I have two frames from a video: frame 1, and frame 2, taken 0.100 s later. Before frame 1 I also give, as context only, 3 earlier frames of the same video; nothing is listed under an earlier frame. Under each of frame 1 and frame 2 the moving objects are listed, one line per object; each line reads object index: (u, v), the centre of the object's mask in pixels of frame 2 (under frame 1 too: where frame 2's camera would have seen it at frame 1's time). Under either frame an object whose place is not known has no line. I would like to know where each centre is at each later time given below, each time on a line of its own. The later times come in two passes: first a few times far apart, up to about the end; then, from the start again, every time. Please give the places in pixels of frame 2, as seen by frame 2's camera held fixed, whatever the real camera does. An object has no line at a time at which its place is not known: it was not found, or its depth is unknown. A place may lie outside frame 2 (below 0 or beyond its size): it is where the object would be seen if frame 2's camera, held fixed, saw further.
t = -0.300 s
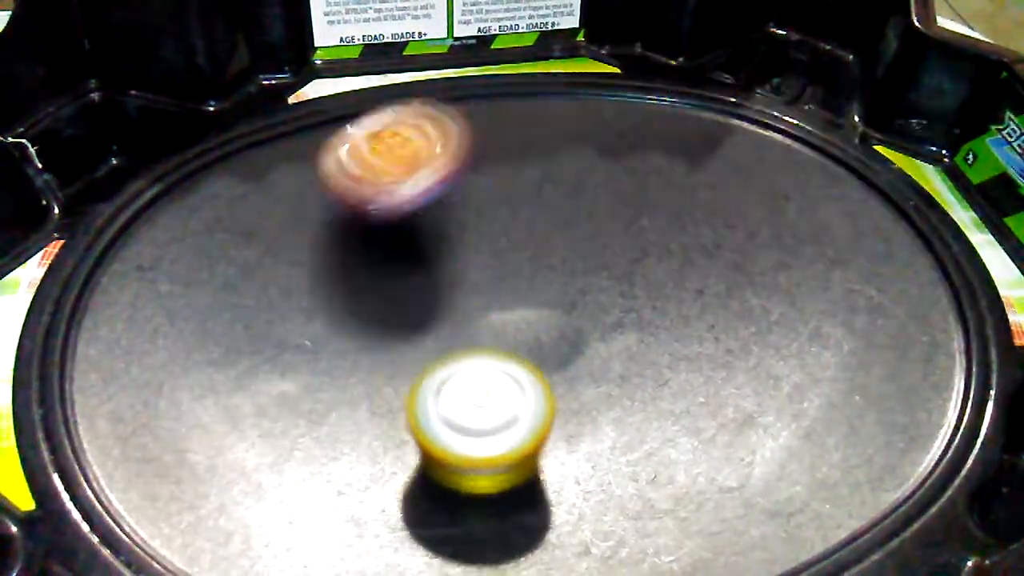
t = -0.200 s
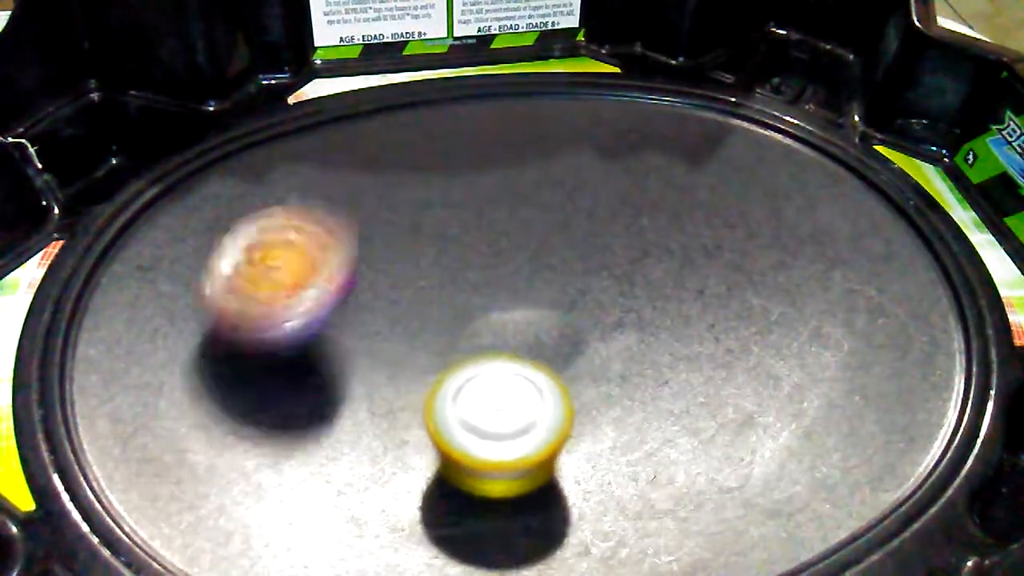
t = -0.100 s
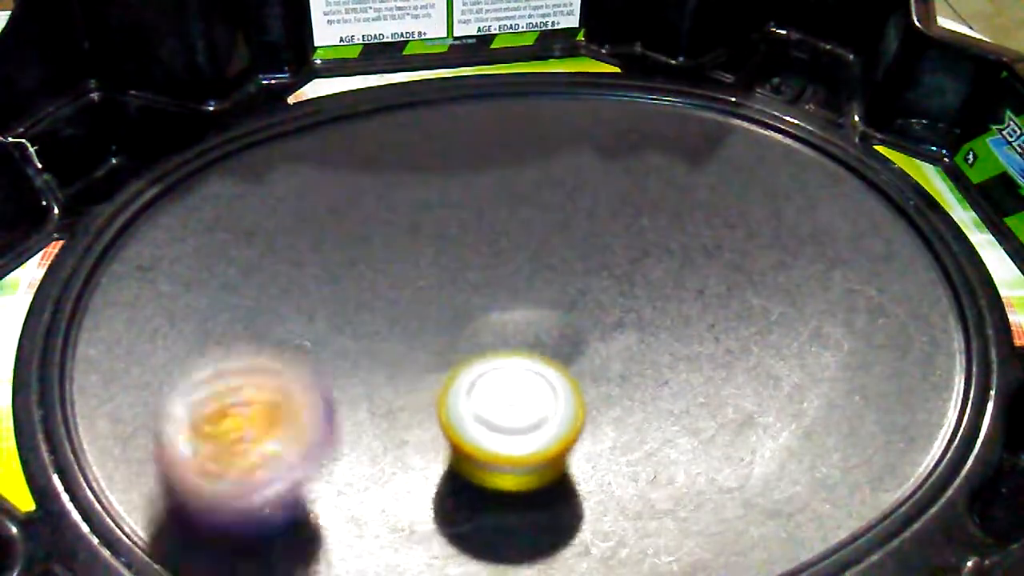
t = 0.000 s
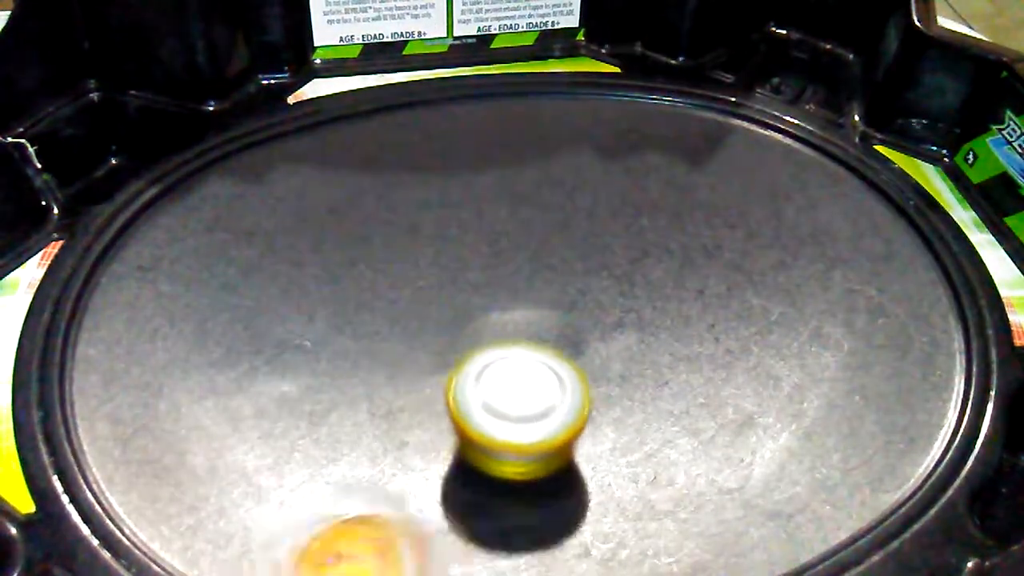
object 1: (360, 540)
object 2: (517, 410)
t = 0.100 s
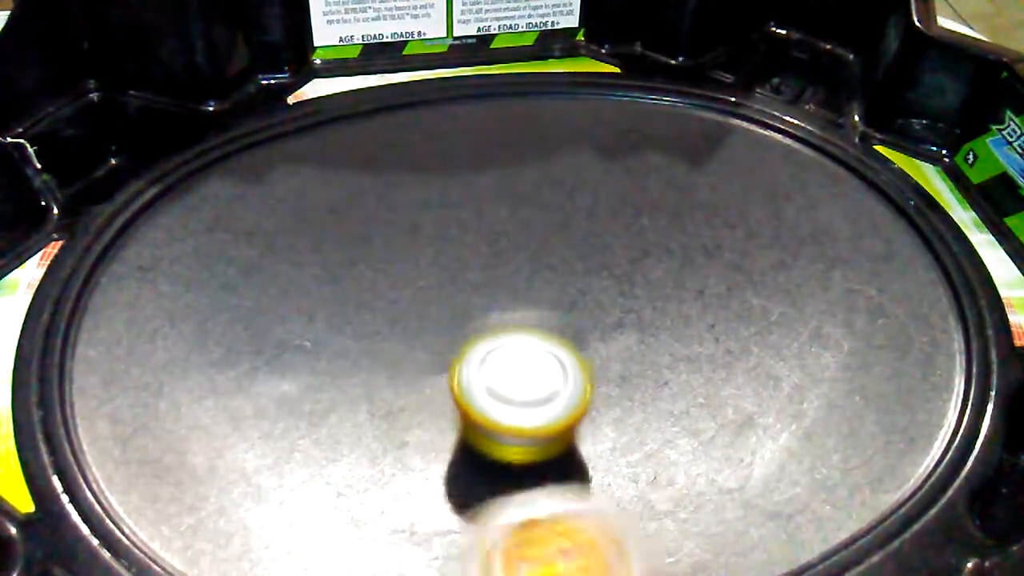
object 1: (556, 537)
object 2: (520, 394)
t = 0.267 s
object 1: (802, 414)
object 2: (511, 358)
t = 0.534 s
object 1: (576, 156)
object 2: (462, 313)
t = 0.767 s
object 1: (214, 212)
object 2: (441, 299)
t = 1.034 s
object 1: (257, 523)
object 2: (446, 305)
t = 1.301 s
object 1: (726, 371)
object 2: (478, 318)
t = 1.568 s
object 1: (586, 116)
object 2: (500, 328)
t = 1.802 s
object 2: (515, 358)
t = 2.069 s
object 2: (550, 370)
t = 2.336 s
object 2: (555, 369)
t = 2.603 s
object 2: (545, 357)
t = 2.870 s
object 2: (502, 341)
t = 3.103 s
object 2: (458, 331)
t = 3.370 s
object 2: (444, 333)
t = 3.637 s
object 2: (451, 341)
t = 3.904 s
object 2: (486, 345)
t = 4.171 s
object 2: (507, 350)
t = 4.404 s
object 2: (521, 355)
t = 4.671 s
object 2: (532, 360)
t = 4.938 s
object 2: (532, 357)
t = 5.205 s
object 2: (517, 348)
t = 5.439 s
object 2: (481, 342)
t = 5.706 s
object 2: (468, 335)
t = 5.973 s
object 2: (458, 334)
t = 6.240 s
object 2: (467, 342)
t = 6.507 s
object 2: (494, 348)
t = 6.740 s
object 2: (509, 351)
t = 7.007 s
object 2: (516, 356)
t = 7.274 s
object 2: (517, 357)
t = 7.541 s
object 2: (509, 350)
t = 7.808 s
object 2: (483, 343)
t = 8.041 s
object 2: (473, 335)
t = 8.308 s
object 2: (462, 331)
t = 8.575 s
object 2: (463, 339)
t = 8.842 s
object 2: (488, 351)
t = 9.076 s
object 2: (514, 352)
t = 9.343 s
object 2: (531, 355)
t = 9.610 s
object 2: (538, 351)
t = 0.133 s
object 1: (620, 527)
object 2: (520, 388)
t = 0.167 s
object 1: (681, 519)
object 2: (520, 380)
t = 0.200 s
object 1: (735, 497)
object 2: (518, 373)
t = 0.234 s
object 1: (782, 457)
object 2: (515, 366)
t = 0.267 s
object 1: (802, 414)
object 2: (511, 358)
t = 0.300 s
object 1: (809, 365)
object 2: (507, 352)
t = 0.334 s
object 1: (800, 319)
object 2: (502, 345)
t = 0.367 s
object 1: (780, 277)
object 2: (496, 338)
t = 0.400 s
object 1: (751, 241)
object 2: (489, 333)
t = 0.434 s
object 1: (716, 210)
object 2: (481, 328)
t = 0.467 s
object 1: (674, 186)
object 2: (474, 323)
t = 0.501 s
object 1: (628, 168)
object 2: (468, 317)
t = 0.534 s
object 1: (576, 156)
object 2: (462, 313)
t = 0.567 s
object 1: (525, 150)
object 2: (458, 308)
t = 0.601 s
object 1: (474, 150)
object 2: (454, 305)
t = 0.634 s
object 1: (421, 152)
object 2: (450, 303)
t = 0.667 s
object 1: (370, 160)
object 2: (447, 301)
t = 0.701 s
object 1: (315, 171)
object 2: (445, 300)
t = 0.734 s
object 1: (266, 189)
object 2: (443, 299)
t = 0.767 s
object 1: (214, 212)
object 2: (441, 299)
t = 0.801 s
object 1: (166, 240)
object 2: (440, 299)
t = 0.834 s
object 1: (124, 279)
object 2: (440, 299)
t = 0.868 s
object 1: (90, 322)
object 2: (440, 299)
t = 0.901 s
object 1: (81, 370)
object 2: (441, 300)
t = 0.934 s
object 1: (86, 418)
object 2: (442, 301)
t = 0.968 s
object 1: (120, 469)
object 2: (443, 302)
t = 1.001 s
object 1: (183, 503)
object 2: (444, 303)
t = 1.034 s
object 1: (257, 523)
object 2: (446, 305)
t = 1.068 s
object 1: (339, 532)
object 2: (449, 307)
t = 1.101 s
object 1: (422, 531)
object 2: (451, 309)
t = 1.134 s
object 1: (503, 524)
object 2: (454, 311)
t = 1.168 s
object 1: (570, 518)
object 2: (458, 313)
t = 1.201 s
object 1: (626, 490)
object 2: (463, 315)
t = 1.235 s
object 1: (668, 455)
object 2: (468, 317)
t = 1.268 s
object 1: (705, 413)
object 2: (473, 317)
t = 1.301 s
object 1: (726, 371)
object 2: (478, 318)
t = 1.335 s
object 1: (736, 328)
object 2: (481, 318)
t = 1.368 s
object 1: (736, 284)
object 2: (485, 318)
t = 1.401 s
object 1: (726, 246)
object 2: (488, 318)
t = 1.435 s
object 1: (711, 210)
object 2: (491, 319)
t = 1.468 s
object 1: (685, 179)
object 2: (494, 320)
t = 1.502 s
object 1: (657, 152)
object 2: (496, 322)
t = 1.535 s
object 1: (625, 131)
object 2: (499, 325)
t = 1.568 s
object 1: (586, 116)
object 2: (500, 328)
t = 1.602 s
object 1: (548, 103)
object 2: (502, 332)
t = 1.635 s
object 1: (508, 98)
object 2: (504, 336)
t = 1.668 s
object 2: (505, 341)
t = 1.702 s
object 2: (506, 346)
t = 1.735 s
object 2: (508, 351)
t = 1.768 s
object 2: (511, 355)
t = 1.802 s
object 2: (515, 358)
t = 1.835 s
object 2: (520, 361)
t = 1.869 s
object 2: (525, 363)
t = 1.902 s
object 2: (530, 365)
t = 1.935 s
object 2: (534, 367)
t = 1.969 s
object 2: (539, 368)
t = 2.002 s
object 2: (542, 368)
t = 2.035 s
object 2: (546, 369)
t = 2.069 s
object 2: (550, 370)
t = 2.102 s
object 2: (553, 370)
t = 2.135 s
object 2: (554, 371)
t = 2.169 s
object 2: (555, 371)
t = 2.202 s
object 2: (555, 370)
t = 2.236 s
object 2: (555, 370)
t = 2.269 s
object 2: (556, 371)
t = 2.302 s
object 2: (555, 370)
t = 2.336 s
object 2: (555, 369)
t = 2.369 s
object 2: (555, 369)
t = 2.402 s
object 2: (554, 368)
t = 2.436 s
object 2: (553, 366)
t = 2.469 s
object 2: (551, 364)
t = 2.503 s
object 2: (550, 362)
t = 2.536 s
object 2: (549, 360)
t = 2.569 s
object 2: (547, 359)
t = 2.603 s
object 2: (545, 357)
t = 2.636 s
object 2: (542, 355)
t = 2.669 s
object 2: (539, 352)
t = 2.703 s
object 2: (535, 350)
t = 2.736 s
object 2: (531, 348)
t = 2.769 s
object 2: (525, 346)
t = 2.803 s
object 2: (518, 344)
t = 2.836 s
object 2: (511, 342)
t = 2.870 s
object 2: (502, 341)
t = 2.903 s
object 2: (493, 339)
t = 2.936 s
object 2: (485, 337)
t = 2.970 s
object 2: (478, 336)
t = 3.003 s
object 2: (472, 335)
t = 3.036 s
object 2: (466, 333)
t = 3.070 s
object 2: (462, 332)
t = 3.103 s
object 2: (458, 331)
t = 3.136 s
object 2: (455, 331)
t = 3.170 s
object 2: (452, 332)
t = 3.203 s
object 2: (449, 332)
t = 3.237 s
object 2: (447, 332)
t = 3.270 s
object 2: (445, 333)
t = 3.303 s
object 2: (444, 333)
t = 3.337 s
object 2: (444, 332)
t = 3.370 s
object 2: (444, 333)
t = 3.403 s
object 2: (444, 333)
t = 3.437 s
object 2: (445, 334)
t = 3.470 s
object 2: (445, 335)
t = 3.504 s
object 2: (446, 336)
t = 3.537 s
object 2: (447, 337)
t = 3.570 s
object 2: (448, 338)
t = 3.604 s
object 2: (450, 340)
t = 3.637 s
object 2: (451, 341)
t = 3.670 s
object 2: (454, 342)
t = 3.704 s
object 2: (457, 342)
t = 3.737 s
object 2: (461, 343)
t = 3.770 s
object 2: (466, 343)
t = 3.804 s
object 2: (471, 344)
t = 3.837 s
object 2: (476, 344)
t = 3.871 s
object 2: (481, 344)
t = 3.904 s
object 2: (486, 345)
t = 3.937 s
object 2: (491, 345)
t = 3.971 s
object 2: (495, 346)
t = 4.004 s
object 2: (498, 347)
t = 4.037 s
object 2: (500, 349)
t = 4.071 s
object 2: (502, 349)
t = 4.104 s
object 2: (503, 349)
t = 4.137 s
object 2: (505, 350)
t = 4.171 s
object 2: (507, 350)
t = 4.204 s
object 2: (508, 350)
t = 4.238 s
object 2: (510, 351)
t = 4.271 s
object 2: (512, 352)
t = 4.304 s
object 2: (513, 353)
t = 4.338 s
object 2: (516, 353)
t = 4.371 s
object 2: (518, 355)
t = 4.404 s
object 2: (521, 355)
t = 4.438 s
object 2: (523, 356)
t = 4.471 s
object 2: (525, 357)
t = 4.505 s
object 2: (527, 357)
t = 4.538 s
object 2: (529, 358)
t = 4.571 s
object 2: (530, 357)
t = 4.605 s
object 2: (530, 357)
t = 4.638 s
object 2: (531, 359)
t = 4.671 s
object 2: (532, 360)
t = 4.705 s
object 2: (533, 360)
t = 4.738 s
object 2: (533, 360)
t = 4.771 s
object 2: (533, 360)
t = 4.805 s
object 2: (533, 360)
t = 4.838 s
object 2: (533, 359)
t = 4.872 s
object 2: (532, 359)
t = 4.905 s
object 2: (532, 358)
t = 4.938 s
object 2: (532, 357)
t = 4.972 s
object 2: (531, 356)
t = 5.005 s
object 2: (530, 355)
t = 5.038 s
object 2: (529, 354)
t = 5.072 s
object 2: (528, 352)
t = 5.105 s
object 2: (527, 351)
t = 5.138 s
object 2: (524, 349)
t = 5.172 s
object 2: (521, 348)
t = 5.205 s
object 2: (517, 348)
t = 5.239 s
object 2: (512, 347)
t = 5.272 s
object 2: (506, 346)
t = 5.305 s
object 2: (500, 344)
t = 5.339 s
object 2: (493, 343)
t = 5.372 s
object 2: (488, 343)
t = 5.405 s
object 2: (484, 342)
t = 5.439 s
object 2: (481, 342)
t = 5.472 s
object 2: (479, 342)
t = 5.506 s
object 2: (477, 341)
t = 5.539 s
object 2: (476, 341)
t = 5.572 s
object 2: (474, 340)
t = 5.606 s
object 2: (473, 339)
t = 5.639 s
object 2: (472, 337)
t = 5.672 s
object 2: (471, 336)
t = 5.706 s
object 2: (468, 335)
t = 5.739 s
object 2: (467, 335)
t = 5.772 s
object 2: (465, 334)
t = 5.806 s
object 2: (463, 334)
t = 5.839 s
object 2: (461, 333)
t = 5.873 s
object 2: (460, 333)
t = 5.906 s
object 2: (459, 333)
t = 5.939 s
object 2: (459, 333)
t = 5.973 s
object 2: (458, 334)
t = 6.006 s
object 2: (458, 334)
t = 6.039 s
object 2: (458, 335)
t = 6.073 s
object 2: (458, 337)
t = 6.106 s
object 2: (459, 338)
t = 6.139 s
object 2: (460, 339)
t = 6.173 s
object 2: (462, 339)
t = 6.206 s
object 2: (465, 340)
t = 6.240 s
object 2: (467, 342)
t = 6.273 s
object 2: (470, 341)
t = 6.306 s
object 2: (473, 341)
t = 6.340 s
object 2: (475, 343)
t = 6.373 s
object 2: (479, 344)
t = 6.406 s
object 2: (483, 344)
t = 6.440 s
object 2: (486, 345)
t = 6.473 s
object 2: (490, 346)
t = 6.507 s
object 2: (494, 348)
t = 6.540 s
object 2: (497, 349)
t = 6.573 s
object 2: (500, 349)
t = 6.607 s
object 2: (502, 350)
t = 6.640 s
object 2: (504, 350)
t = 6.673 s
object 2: (506, 350)
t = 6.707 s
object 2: (508, 350)
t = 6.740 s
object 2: (509, 351)
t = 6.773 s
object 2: (510, 351)
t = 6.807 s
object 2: (510, 352)
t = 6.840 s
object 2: (511, 353)
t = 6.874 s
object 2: (512, 353)
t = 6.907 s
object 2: (513, 354)
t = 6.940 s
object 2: (514, 355)
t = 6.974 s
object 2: (515, 355)
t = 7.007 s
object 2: (516, 356)
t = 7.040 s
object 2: (517, 356)
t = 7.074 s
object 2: (517, 357)
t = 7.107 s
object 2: (517, 357)
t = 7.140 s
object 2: (517, 358)
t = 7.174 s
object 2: (517, 358)
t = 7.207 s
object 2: (518, 358)
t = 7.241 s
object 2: (517, 357)
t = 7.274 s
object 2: (517, 357)
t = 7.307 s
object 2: (516, 357)
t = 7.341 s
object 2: (515, 356)
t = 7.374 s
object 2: (515, 356)
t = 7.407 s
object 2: (515, 355)
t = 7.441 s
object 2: (514, 353)
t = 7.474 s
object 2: (513, 352)
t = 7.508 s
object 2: (511, 351)
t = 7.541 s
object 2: (509, 350)
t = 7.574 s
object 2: (506, 349)
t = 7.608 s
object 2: (503, 348)
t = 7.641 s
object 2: (498, 346)
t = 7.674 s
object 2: (493, 345)
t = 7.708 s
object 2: (489, 345)
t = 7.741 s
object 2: (487, 345)
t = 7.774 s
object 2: (485, 344)
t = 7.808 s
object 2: (483, 343)
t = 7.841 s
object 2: (482, 342)
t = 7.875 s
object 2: (480, 341)
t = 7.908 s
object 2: (478, 341)
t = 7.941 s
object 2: (477, 340)
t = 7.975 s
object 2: (476, 339)
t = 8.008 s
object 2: (475, 337)
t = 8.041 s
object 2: (473, 335)
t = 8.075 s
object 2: (471, 335)
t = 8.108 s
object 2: (470, 334)
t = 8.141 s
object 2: (468, 333)
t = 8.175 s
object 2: (467, 332)
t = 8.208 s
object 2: (466, 331)
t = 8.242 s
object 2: (464, 331)
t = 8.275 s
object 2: (463, 331)
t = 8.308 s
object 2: (462, 331)
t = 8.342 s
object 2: (461, 332)
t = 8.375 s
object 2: (461, 332)
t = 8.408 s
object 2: (460, 332)
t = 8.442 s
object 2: (459, 334)
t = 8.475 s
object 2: (459, 336)
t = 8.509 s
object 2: (460, 337)
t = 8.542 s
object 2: (461, 339)
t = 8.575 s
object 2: (463, 339)
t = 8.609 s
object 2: (464, 340)
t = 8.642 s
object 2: (467, 342)
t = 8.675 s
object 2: (470, 344)
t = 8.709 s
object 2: (474, 345)
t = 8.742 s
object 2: (477, 346)
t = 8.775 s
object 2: (480, 347)
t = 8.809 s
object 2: (484, 349)
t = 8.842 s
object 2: (488, 351)
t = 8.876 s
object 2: (492, 351)
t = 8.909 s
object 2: (496, 352)
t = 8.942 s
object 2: (500, 353)
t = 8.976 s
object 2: (504, 354)
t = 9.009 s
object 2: (508, 353)
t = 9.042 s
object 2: (512, 353)
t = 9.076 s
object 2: (514, 352)
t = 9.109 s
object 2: (516, 353)
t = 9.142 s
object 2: (518, 354)
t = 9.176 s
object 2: (521, 355)
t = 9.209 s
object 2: (523, 354)
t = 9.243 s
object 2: (524, 355)
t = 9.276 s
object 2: (526, 355)
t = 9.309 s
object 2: (528, 355)
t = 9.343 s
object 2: (531, 355)
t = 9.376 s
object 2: (531, 354)
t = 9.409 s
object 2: (532, 355)
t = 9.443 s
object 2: (534, 355)
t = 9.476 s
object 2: (536, 354)
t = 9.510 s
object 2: (537, 352)
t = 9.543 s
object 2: (537, 352)
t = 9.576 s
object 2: (538, 352)
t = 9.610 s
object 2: (538, 351)
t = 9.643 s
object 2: (538, 350)
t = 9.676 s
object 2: (536, 349)
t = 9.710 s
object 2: (533, 349)
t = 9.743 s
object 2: (530, 349)
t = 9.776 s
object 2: (527, 348)
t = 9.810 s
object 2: (523, 347)
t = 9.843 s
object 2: (519, 349)
